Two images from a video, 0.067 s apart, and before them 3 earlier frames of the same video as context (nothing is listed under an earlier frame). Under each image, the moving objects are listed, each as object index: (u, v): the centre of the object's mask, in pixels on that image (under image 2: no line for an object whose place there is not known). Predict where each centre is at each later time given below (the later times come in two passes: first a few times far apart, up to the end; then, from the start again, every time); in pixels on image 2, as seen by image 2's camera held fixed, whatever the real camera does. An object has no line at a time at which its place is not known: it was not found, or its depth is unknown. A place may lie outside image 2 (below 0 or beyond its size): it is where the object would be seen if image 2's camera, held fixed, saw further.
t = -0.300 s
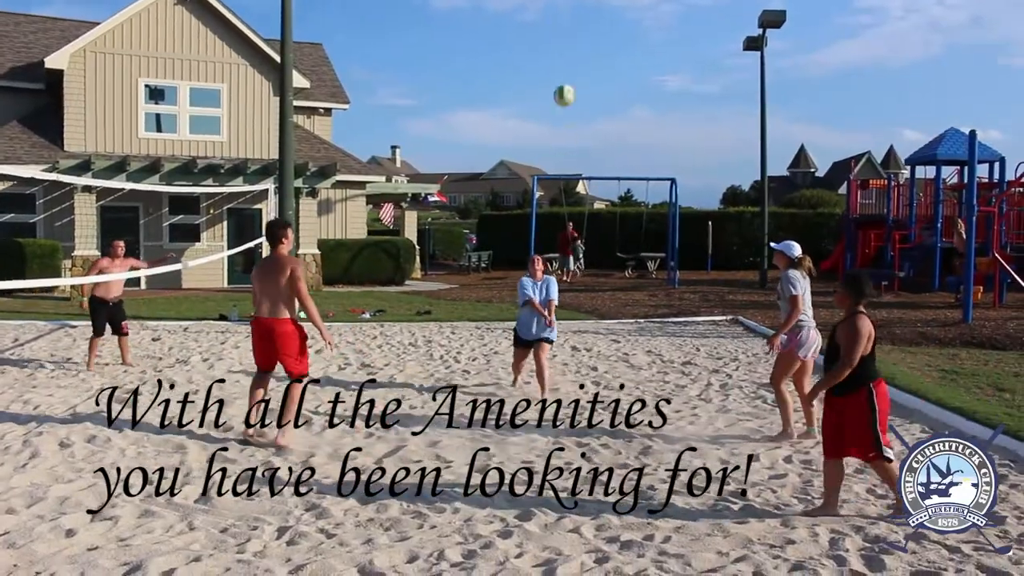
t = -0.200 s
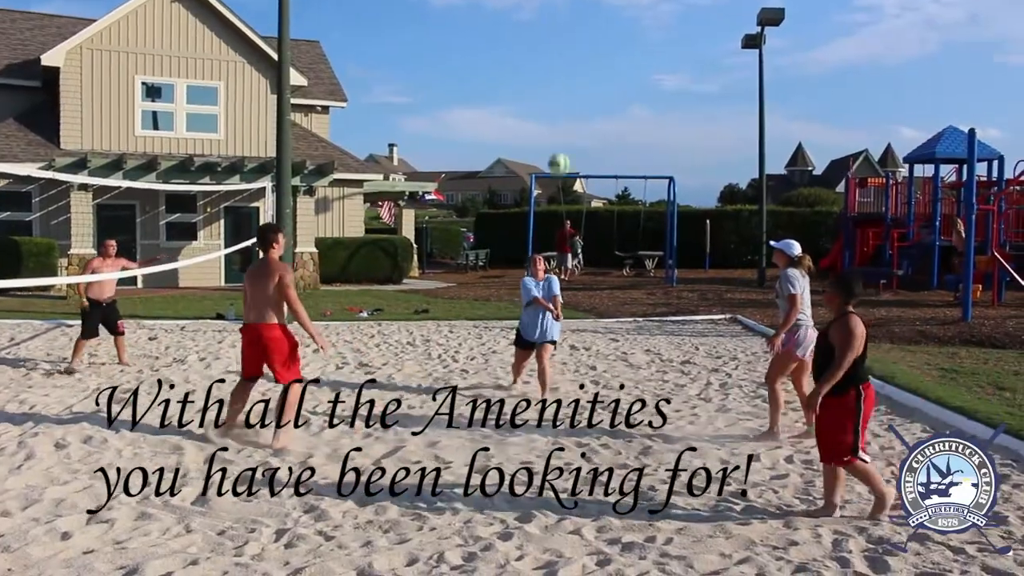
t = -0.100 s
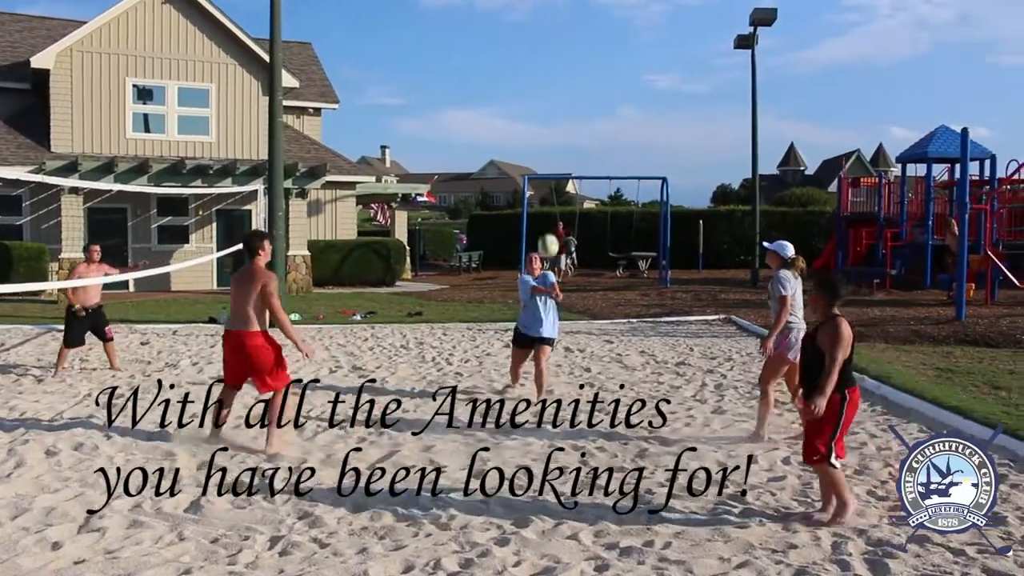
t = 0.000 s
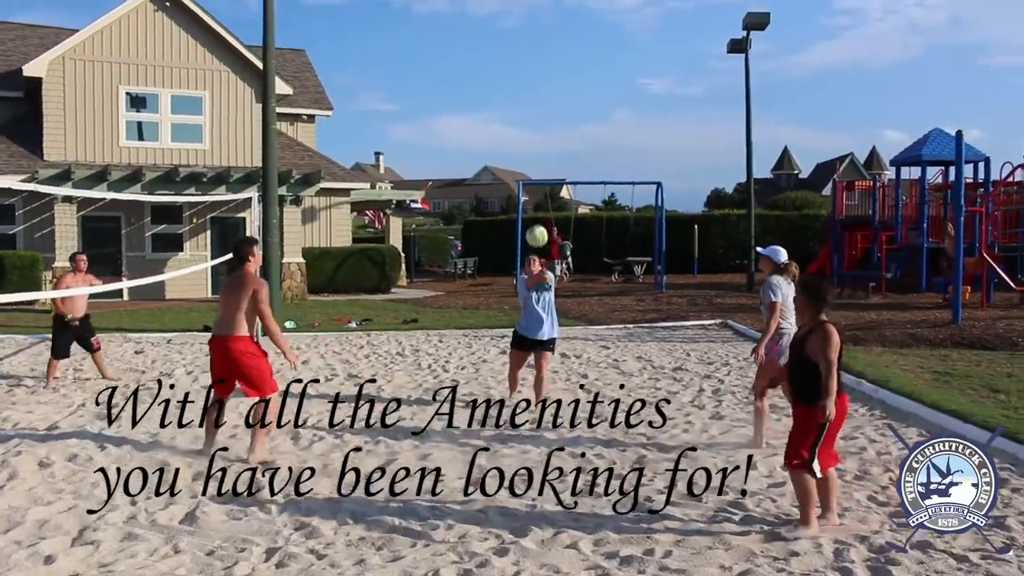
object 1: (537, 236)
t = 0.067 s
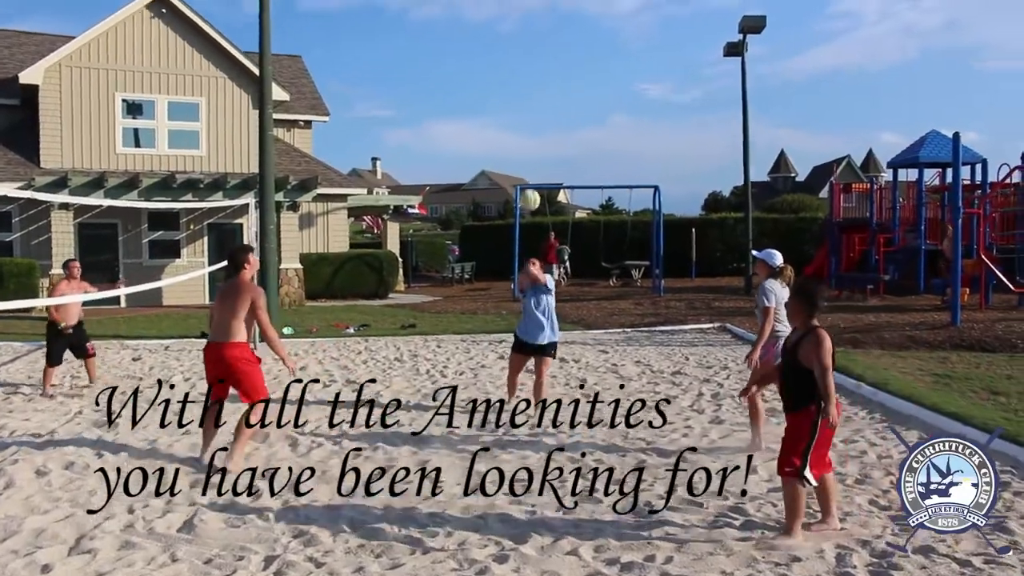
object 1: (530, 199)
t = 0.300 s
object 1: (511, 94)
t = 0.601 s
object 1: (492, 41)
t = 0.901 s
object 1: (478, 76)
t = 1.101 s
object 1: (472, 148)
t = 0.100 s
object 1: (528, 180)
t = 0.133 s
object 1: (524, 163)
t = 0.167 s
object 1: (521, 147)
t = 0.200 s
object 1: (519, 133)
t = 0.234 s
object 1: (516, 118)
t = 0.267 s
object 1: (514, 106)
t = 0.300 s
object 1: (511, 94)
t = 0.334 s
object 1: (509, 84)
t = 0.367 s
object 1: (507, 74)
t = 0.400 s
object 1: (505, 66)
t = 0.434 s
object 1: (503, 60)
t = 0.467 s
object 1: (500, 53)
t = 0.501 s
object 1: (499, 48)
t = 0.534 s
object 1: (496, 45)
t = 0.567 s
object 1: (494, 42)
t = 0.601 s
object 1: (492, 41)
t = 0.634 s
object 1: (491, 40)
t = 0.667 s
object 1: (489, 41)
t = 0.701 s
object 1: (487, 43)
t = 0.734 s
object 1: (485, 46)
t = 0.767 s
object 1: (484, 49)
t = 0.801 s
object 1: (483, 55)
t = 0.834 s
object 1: (481, 60)
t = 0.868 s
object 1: (480, 68)
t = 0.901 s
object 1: (478, 76)
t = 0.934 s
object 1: (478, 85)
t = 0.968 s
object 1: (477, 96)
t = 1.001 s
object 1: (475, 107)
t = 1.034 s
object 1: (474, 120)
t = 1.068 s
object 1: (473, 133)
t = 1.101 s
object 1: (472, 148)
